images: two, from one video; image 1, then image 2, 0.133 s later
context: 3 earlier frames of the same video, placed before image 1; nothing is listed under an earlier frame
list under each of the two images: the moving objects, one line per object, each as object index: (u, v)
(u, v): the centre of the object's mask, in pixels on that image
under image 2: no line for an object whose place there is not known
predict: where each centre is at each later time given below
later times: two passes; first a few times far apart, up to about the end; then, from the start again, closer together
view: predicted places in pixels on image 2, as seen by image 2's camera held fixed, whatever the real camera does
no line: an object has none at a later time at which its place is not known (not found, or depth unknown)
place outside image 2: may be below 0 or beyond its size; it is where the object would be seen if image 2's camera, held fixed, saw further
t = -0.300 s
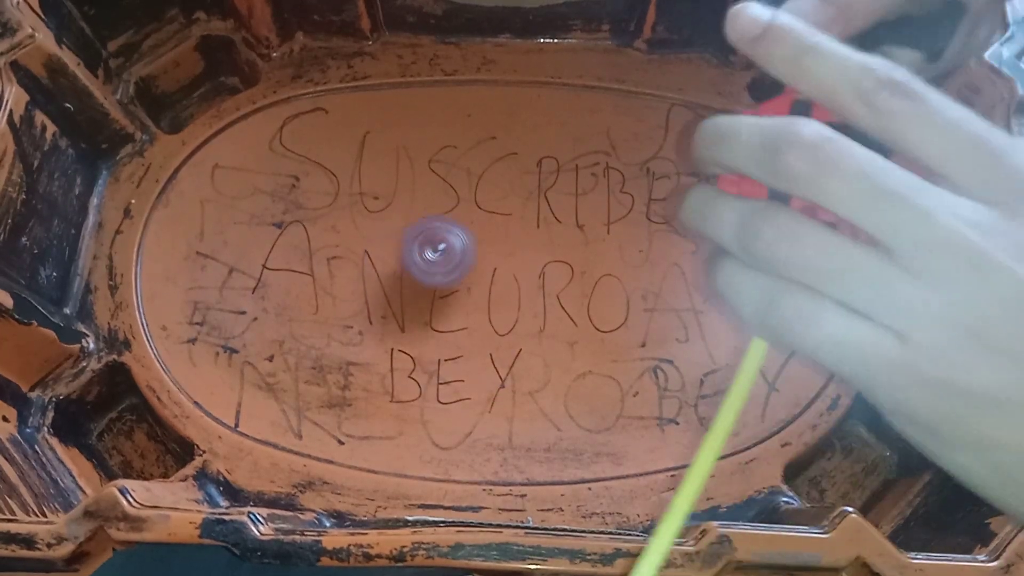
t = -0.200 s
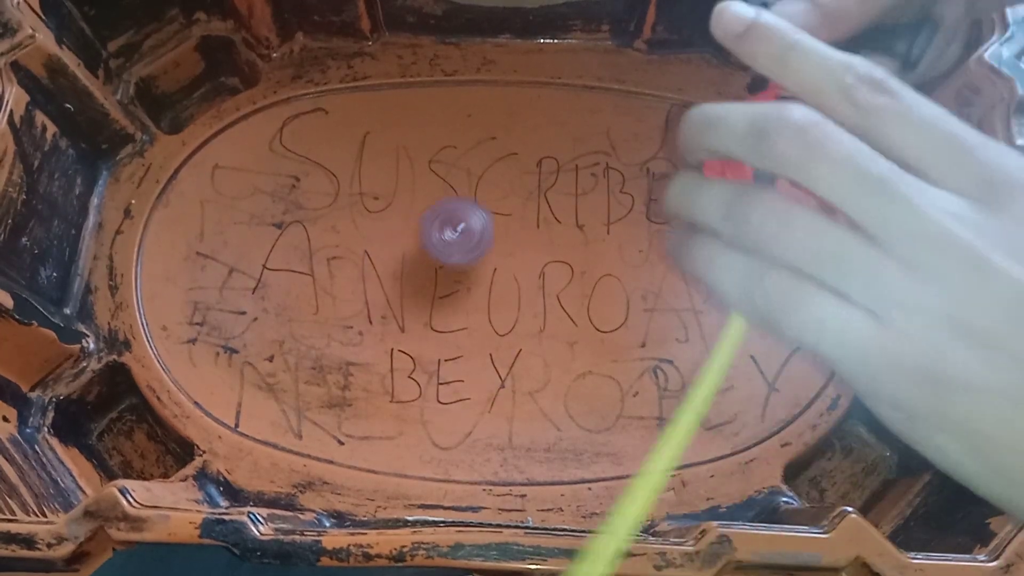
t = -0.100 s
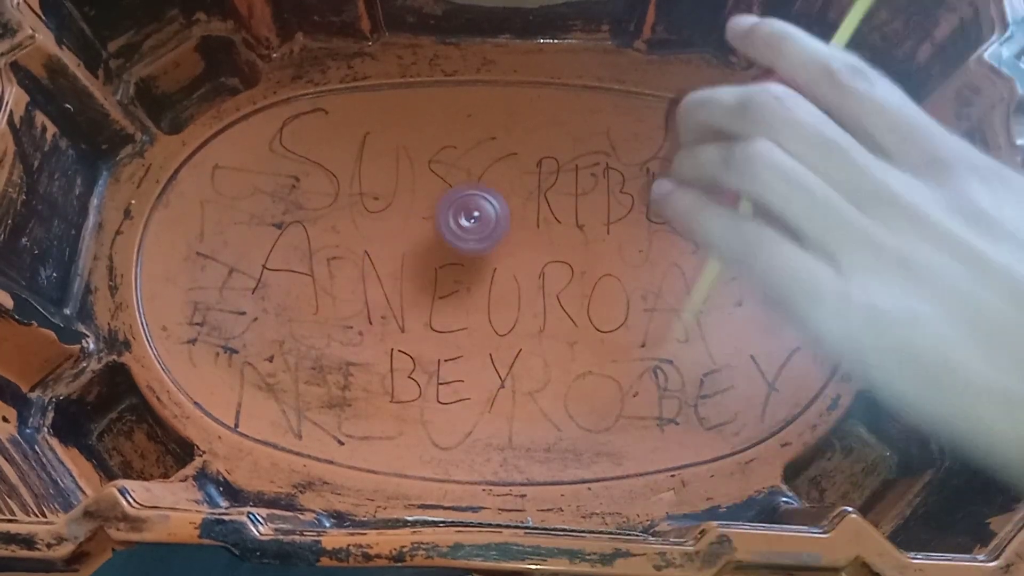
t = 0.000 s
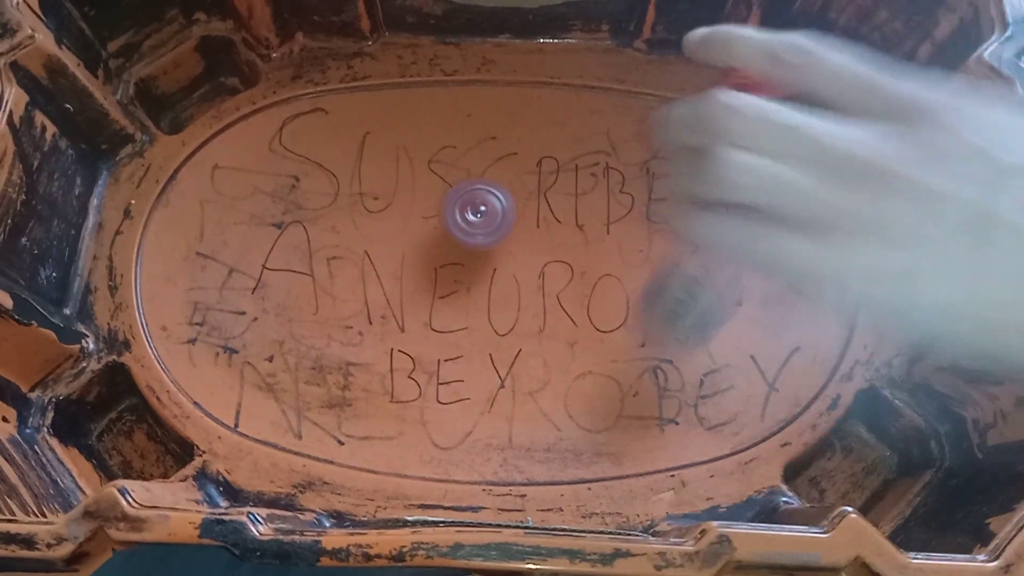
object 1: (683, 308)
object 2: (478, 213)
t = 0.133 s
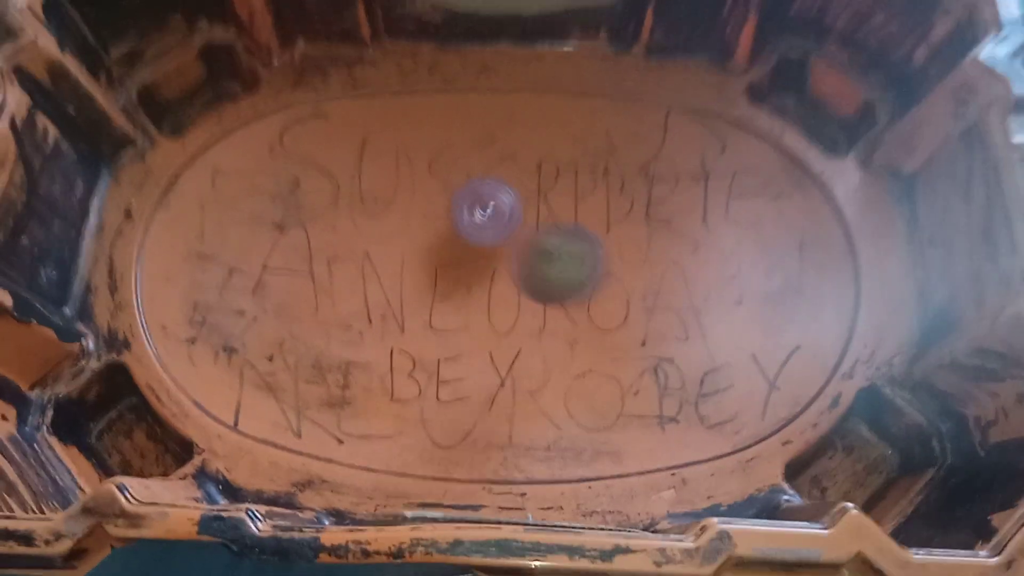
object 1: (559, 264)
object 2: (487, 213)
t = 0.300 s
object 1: (415, 276)
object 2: (497, 223)
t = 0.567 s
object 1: (299, 301)
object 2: (562, 247)
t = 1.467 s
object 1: (628, 436)
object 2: (423, 79)
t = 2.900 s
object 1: (552, 193)
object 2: (422, 248)
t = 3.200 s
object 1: (428, 151)
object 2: (413, 315)
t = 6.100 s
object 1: (406, 195)
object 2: (563, 258)
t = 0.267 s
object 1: (440, 280)
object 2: (495, 219)
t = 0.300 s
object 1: (415, 276)
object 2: (497, 223)
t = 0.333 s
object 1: (386, 276)
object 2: (501, 228)
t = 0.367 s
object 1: (364, 285)
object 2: (506, 232)
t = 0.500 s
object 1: (306, 293)
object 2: (541, 242)
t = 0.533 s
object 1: (300, 295)
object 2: (551, 246)
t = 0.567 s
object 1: (299, 301)
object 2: (562, 247)
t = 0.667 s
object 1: (315, 319)
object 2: (578, 245)
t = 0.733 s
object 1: (342, 331)
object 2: (585, 240)
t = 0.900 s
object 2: (595, 227)
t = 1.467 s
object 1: (628, 436)
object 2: (423, 79)
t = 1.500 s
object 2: (398, 89)
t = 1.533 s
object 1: (646, 410)
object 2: (377, 97)
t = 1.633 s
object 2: (339, 124)
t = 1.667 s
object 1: (634, 363)
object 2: (330, 134)
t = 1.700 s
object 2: (326, 146)
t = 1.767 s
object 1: (570, 326)
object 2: (320, 172)
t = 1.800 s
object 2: (321, 186)
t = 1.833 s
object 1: (516, 303)
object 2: (324, 198)
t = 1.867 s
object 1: (488, 294)
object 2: (327, 211)
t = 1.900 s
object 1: (460, 286)
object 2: (333, 224)
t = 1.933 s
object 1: (432, 283)
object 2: (340, 236)
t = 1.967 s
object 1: (413, 288)
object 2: (339, 237)
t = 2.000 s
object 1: (411, 302)
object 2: (324, 230)
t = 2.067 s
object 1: (410, 333)
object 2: (306, 222)
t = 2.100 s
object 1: (409, 346)
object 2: (304, 224)
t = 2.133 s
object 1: (408, 360)
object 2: (305, 229)
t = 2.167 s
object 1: (408, 371)
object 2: (308, 237)
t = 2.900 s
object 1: (552, 193)
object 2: (422, 248)
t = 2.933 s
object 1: (540, 186)
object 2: (425, 249)
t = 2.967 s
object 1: (524, 181)
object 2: (429, 251)
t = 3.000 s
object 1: (505, 179)
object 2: (434, 251)
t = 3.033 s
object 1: (488, 180)
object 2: (437, 250)
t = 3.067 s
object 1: (470, 177)
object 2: (434, 257)
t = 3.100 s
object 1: (462, 166)
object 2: (424, 275)
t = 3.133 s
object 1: (452, 157)
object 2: (415, 292)
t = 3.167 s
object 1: (441, 152)
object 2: (411, 306)
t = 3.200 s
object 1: (428, 151)
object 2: (413, 315)
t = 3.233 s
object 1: (416, 155)
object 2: (420, 323)
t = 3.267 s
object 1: (402, 164)
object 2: (429, 329)
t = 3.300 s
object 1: (393, 176)
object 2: (439, 334)
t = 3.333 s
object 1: (389, 192)
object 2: (450, 339)
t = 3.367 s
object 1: (388, 212)
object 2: (461, 343)
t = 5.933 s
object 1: (449, 172)
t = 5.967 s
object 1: (439, 171)
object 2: (570, 263)
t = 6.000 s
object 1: (429, 174)
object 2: (568, 261)
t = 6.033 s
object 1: (421, 178)
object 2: (567, 259)
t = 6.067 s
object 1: (412, 185)
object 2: (565, 258)
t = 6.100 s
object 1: (406, 195)
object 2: (563, 258)
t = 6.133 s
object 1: (404, 208)
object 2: (562, 259)
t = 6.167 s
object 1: (405, 222)
